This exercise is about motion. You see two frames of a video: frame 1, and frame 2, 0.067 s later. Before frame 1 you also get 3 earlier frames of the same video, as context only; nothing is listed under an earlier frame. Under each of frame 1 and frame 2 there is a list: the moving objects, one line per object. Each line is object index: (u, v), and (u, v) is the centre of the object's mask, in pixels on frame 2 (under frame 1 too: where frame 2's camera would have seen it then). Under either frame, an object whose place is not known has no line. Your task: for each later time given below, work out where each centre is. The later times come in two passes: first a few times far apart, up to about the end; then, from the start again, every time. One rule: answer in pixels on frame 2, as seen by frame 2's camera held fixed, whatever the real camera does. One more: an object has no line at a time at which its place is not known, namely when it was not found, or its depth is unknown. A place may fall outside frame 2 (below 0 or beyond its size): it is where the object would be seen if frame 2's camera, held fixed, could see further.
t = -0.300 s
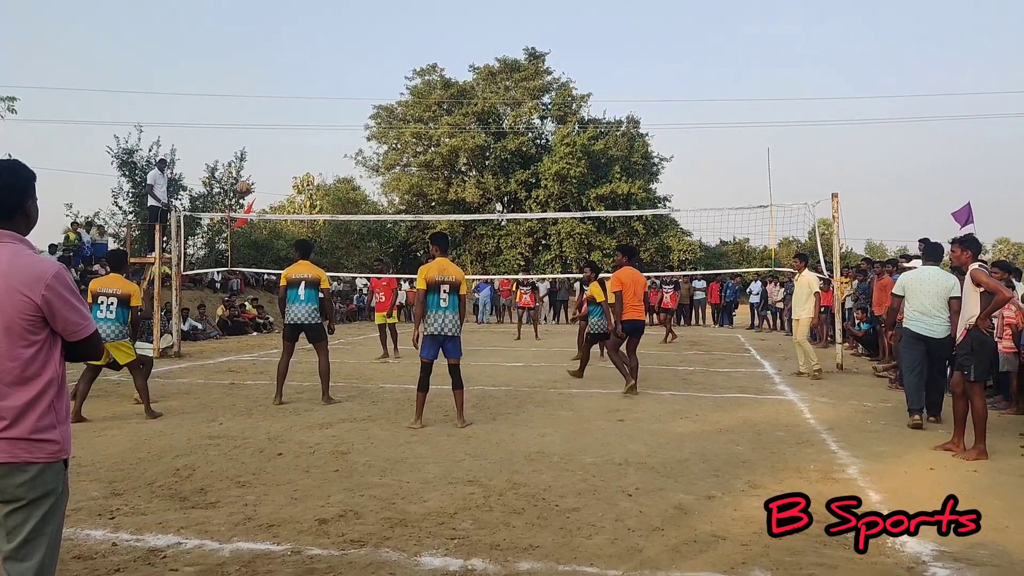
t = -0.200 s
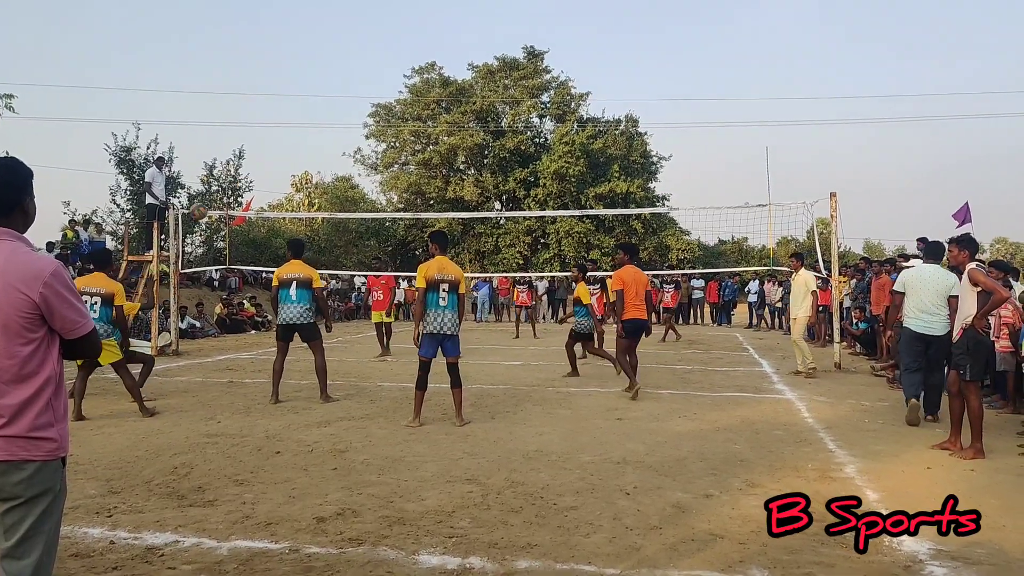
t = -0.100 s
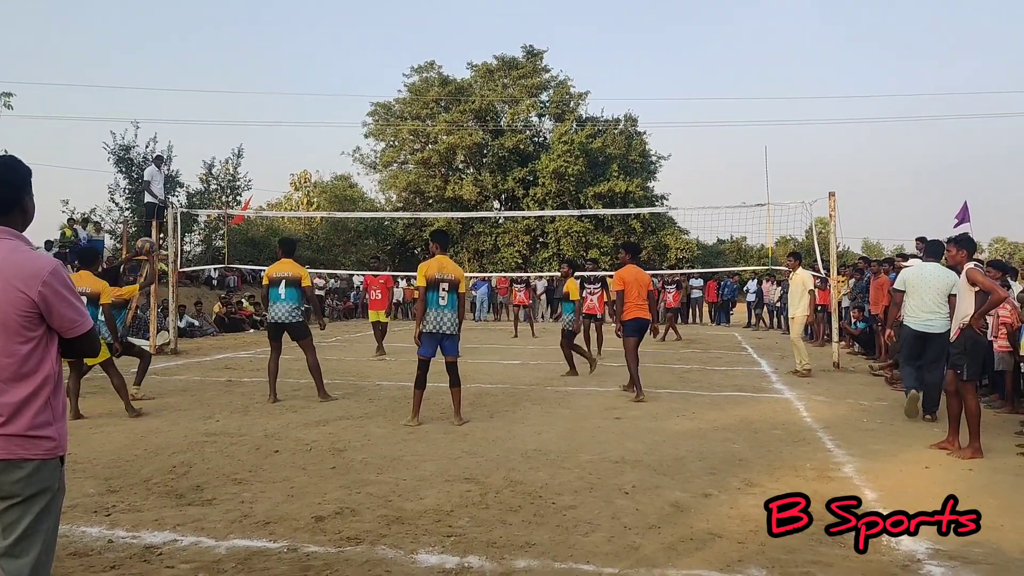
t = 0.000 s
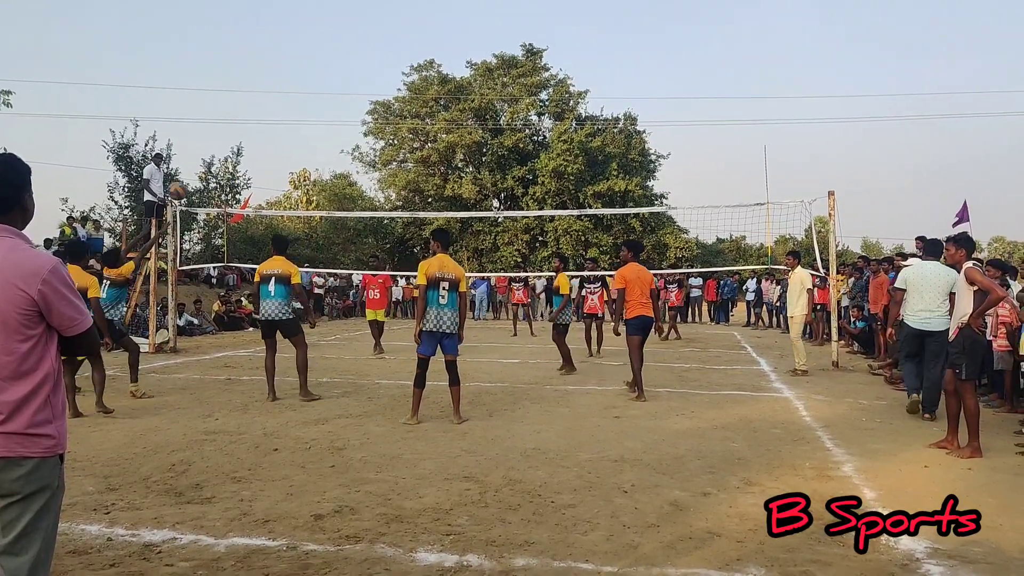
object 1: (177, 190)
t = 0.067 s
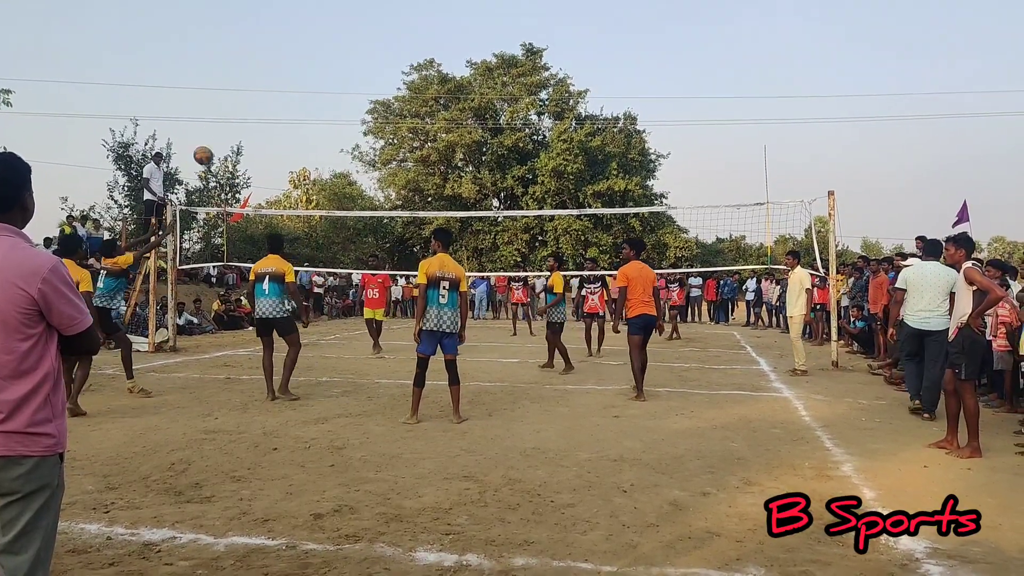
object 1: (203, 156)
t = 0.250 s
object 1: (269, 83)
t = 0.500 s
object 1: (351, 31)
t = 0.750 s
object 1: (426, 34)
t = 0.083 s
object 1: (209, 147)
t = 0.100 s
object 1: (216, 139)
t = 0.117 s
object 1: (222, 132)
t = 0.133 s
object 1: (228, 125)
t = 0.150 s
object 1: (234, 118)
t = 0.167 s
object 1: (240, 111)
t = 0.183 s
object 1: (246, 105)
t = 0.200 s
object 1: (252, 99)
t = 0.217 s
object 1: (258, 93)
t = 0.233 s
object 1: (264, 88)
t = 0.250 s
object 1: (269, 83)
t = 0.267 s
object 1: (275, 77)
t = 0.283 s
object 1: (281, 73)
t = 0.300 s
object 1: (286, 68)
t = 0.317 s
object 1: (292, 64)
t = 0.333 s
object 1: (297, 59)
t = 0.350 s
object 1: (303, 56)
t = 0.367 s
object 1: (308, 52)
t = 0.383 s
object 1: (314, 49)
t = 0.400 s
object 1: (319, 46)
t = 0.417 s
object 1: (325, 43)
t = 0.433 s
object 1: (330, 40)
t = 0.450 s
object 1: (335, 37)
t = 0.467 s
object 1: (340, 35)
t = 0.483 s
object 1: (346, 33)
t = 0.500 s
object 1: (351, 31)
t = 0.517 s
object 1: (356, 30)
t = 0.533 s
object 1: (361, 29)
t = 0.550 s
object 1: (367, 28)
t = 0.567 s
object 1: (372, 27)
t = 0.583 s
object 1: (377, 26)
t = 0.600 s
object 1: (382, 26)
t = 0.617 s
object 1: (387, 26)
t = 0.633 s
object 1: (392, 26)
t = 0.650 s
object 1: (397, 27)
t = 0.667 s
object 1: (402, 27)
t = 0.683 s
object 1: (407, 28)
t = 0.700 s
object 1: (412, 29)
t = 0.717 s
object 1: (417, 31)
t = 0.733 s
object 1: (422, 32)
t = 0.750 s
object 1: (426, 34)
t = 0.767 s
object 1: (431, 36)
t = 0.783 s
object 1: (436, 38)
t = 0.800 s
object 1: (441, 40)
